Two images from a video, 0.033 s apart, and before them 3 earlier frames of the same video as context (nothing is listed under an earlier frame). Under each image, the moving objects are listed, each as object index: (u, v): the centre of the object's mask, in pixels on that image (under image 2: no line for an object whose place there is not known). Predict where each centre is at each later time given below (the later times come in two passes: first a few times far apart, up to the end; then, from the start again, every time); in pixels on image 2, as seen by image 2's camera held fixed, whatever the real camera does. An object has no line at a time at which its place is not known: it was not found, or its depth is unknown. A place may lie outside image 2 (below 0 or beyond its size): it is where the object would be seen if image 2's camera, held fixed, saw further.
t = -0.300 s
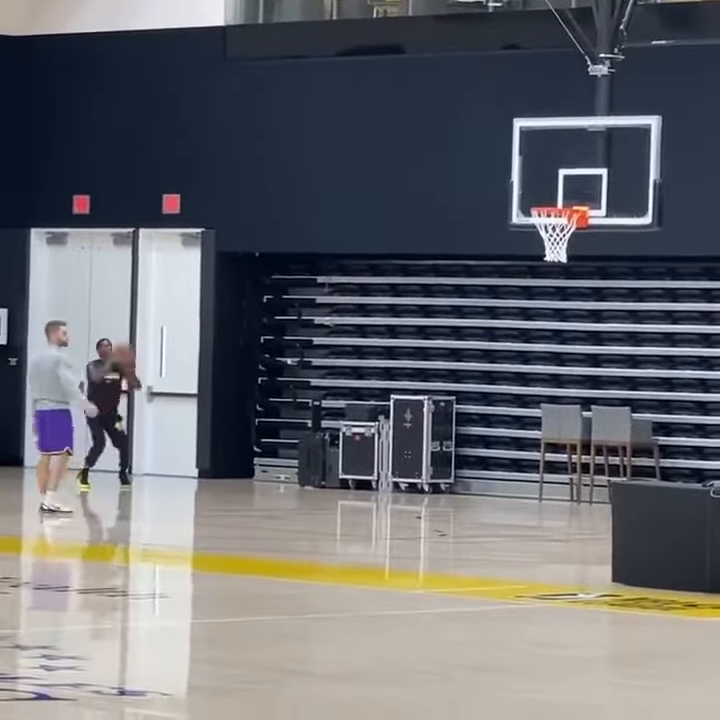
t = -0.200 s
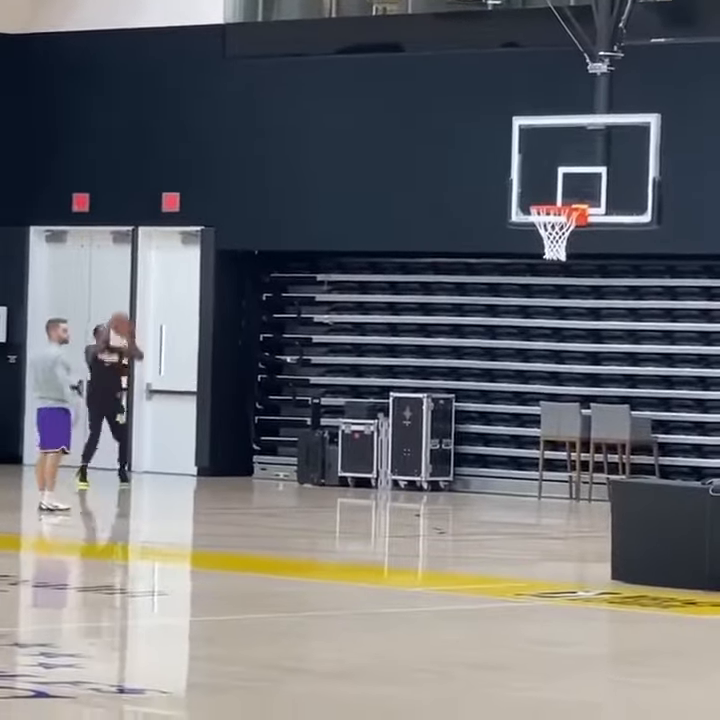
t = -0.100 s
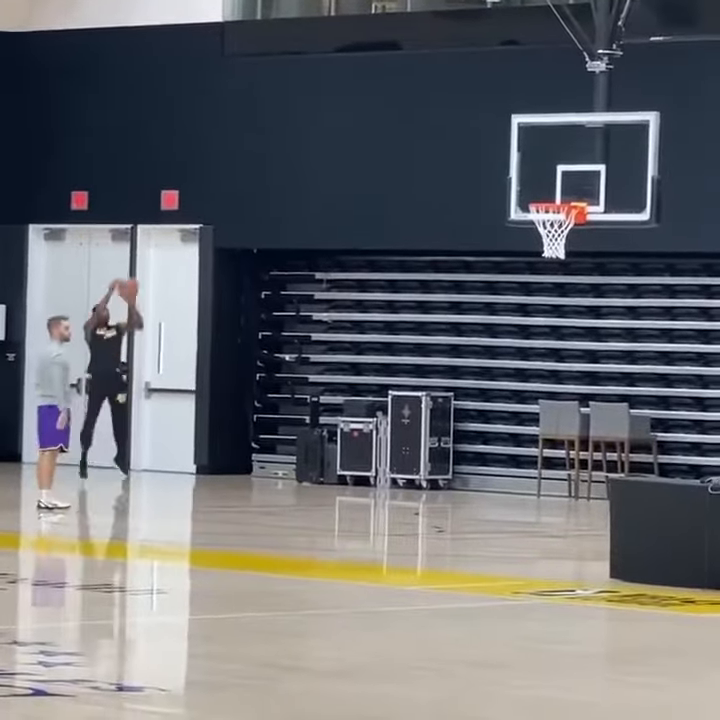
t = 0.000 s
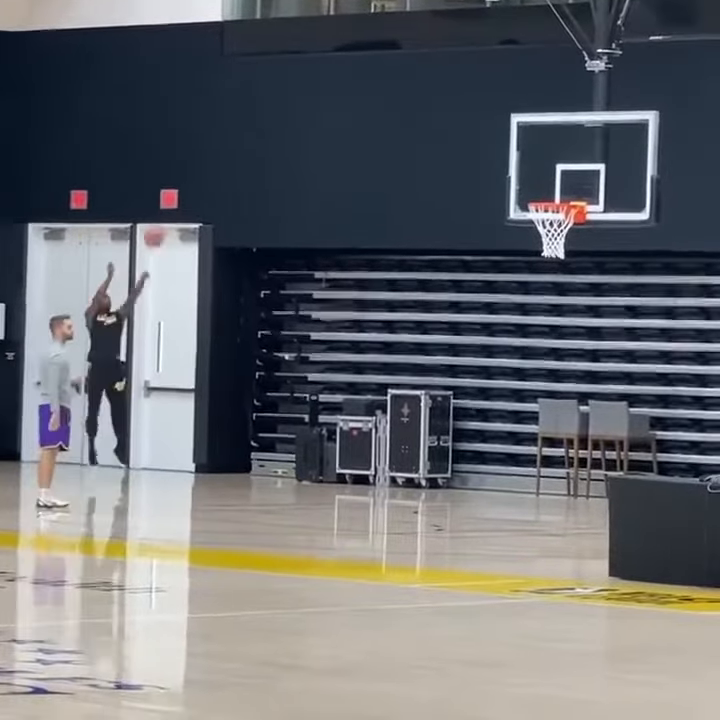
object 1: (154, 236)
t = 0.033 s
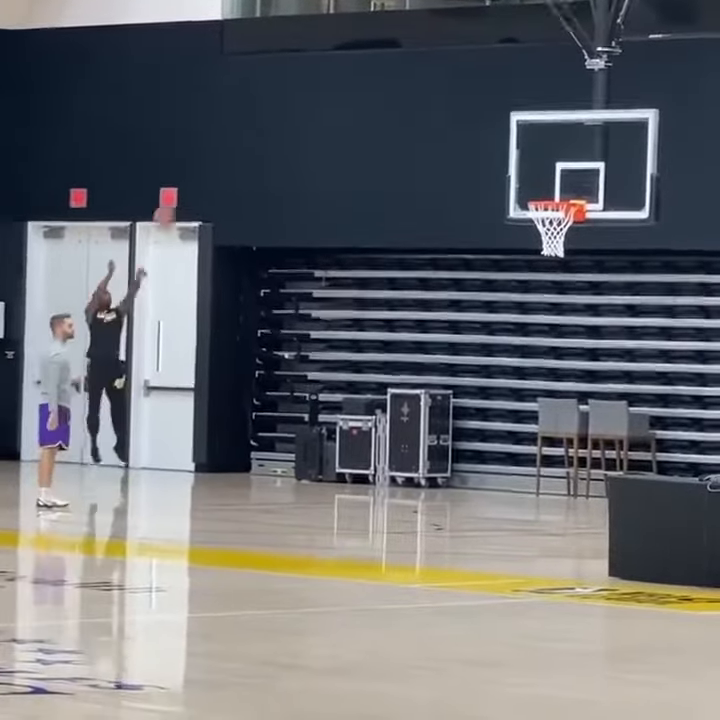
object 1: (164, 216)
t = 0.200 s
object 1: (221, 143)
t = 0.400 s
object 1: (289, 84)
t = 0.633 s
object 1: (369, 58)
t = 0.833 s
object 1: (439, 75)
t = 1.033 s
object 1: (508, 129)
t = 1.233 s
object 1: (562, 196)
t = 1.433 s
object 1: (495, 182)
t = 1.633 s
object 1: (428, 204)
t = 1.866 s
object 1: (349, 278)
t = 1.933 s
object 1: (326, 311)
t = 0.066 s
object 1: (177, 202)
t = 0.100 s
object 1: (187, 186)
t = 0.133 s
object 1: (197, 171)
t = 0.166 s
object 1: (208, 156)
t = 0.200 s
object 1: (221, 143)
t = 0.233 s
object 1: (231, 131)
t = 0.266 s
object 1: (243, 119)
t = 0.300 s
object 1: (254, 109)
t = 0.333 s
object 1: (266, 99)
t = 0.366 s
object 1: (277, 91)
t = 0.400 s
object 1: (289, 84)
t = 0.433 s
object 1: (300, 77)
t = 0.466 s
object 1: (311, 71)
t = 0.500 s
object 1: (323, 67)
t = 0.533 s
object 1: (334, 63)
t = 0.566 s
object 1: (346, 60)
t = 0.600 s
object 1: (357, 58)
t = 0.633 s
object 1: (369, 58)
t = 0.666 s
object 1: (380, 57)
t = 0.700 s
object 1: (392, 59)
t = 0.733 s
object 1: (404, 61)
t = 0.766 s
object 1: (415, 65)
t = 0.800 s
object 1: (427, 69)
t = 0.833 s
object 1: (439, 75)
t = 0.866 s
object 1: (450, 81)
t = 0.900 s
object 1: (462, 88)
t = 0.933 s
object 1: (474, 97)
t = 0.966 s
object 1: (485, 107)
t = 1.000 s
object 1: (496, 118)
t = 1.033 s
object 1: (508, 129)
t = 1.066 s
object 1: (522, 143)
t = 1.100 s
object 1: (533, 157)
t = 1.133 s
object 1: (543, 172)
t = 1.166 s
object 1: (556, 188)
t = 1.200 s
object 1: (562, 195)
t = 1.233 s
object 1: (562, 196)
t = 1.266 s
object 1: (550, 191)
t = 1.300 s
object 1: (539, 189)
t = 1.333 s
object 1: (530, 186)
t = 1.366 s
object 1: (518, 184)
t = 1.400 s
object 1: (506, 182)
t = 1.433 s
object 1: (495, 182)
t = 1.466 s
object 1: (484, 183)
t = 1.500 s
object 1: (473, 185)
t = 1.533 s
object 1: (462, 188)
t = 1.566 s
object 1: (450, 192)
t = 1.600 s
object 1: (439, 197)
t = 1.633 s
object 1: (428, 204)
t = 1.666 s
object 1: (417, 211)
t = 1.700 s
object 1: (406, 220)
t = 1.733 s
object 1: (395, 230)
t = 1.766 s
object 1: (383, 241)
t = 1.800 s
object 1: (371, 253)
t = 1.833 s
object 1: (361, 266)
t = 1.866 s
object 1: (349, 278)
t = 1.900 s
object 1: (339, 295)
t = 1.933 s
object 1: (326, 311)
